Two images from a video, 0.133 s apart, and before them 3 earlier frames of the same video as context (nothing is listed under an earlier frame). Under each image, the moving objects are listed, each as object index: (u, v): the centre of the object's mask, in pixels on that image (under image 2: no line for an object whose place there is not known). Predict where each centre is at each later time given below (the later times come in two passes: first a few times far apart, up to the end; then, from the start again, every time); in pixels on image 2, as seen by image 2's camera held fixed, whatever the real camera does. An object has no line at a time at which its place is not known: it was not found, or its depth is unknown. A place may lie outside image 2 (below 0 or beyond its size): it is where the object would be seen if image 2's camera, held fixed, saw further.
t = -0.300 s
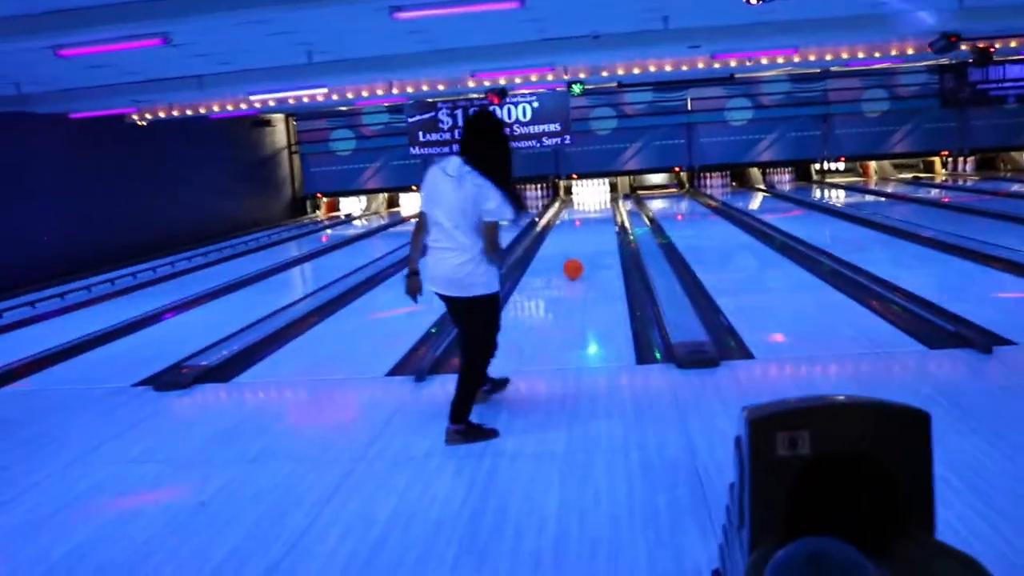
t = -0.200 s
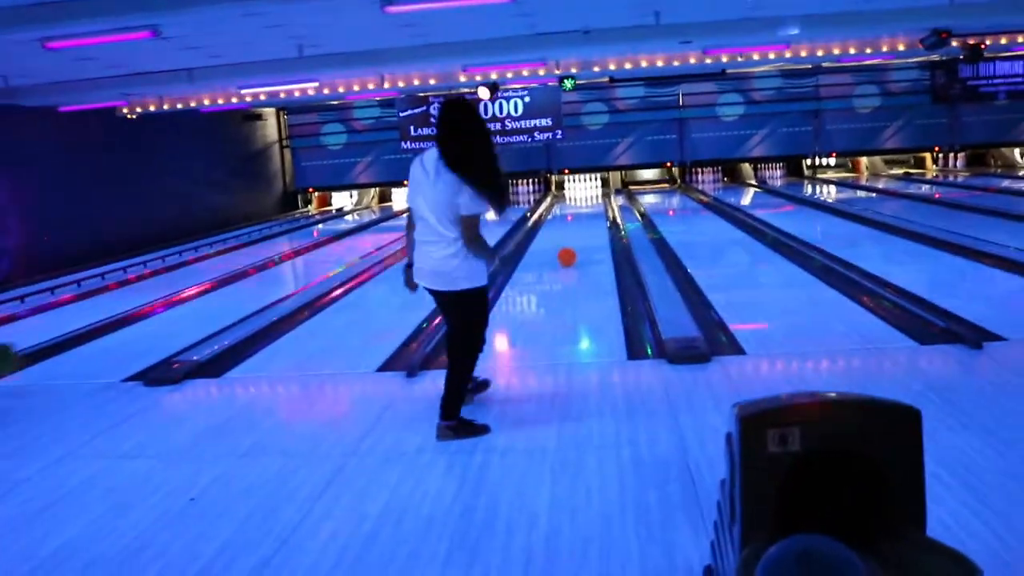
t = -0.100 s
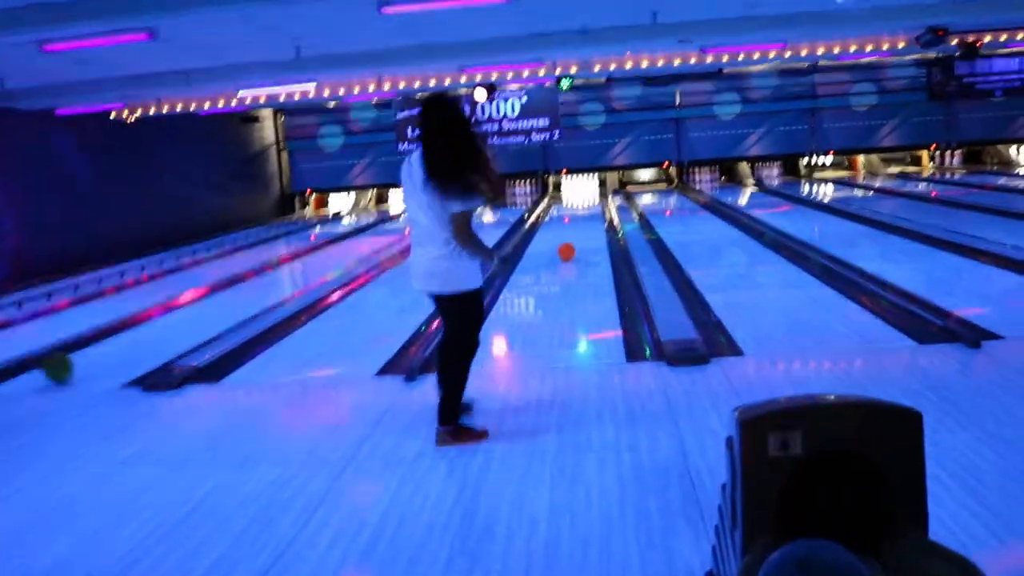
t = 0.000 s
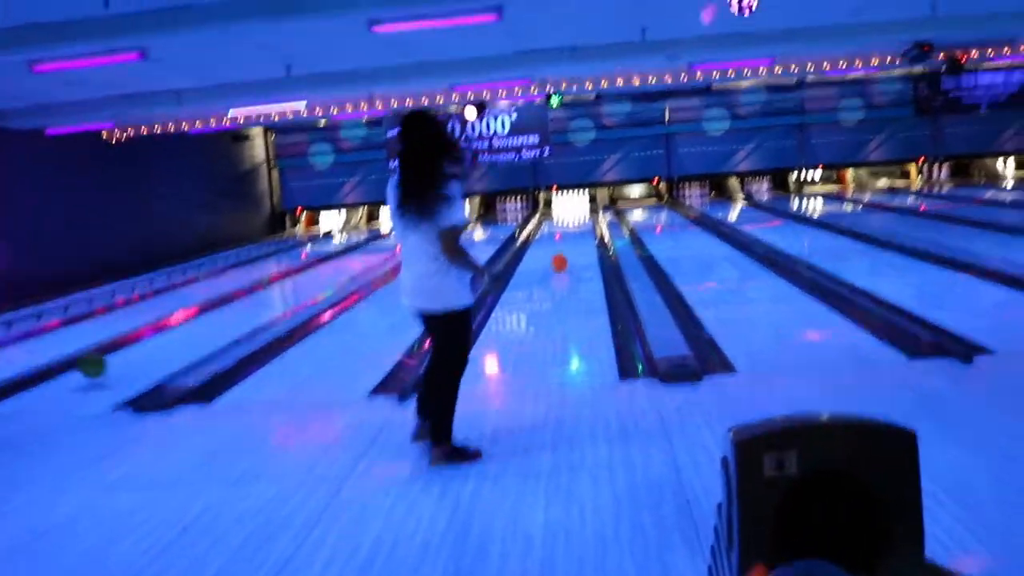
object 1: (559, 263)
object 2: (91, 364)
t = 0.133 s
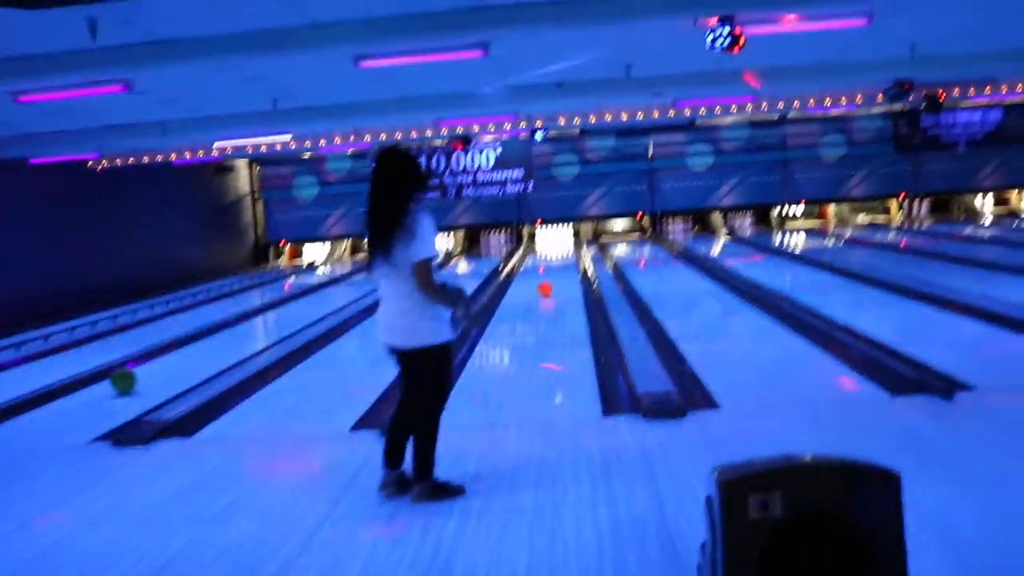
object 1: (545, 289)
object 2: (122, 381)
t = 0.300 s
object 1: (547, 282)
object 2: (175, 359)
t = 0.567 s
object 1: (551, 271)
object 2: (234, 333)
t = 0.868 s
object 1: (553, 262)
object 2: (283, 313)
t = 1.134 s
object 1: (555, 257)
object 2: (317, 299)
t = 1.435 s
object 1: (557, 251)
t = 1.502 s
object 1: (557, 250)
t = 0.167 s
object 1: (545, 288)
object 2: (135, 376)
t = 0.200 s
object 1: (546, 286)
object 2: (147, 371)
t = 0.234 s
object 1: (546, 284)
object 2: (157, 366)
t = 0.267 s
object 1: (547, 283)
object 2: (167, 363)
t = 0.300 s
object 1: (547, 282)
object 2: (175, 359)
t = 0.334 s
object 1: (548, 280)
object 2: (184, 355)
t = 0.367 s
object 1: (549, 278)
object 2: (192, 352)
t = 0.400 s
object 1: (549, 277)
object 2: (200, 347)
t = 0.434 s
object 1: (549, 276)
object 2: (207, 345)
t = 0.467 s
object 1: (550, 275)
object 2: (215, 342)
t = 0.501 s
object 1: (551, 273)
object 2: (221, 339)
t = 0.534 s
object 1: (551, 272)
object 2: (228, 336)
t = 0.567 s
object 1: (551, 271)
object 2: (234, 333)
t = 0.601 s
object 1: (552, 270)
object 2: (240, 331)
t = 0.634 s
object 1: (552, 269)
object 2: (246, 328)
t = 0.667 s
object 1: (552, 268)
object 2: (252, 326)
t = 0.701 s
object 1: (552, 267)
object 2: (258, 323)
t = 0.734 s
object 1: (552, 266)
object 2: (263, 321)
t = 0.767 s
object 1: (553, 264)
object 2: (268, 319)
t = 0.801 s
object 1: (553, 264)
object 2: (274, 316)
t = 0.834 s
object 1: (553, 263)
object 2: (278, 315)
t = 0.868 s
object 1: (553, 262)
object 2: (283, 313)
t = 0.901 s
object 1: (553, 261)
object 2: (288, 311)
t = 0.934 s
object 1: (553, 261)
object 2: (292, 309)
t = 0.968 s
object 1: (554, 261)
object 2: (296, 308)
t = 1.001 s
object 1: (554, 260)
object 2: (301, 306)
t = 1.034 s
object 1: (554, 259)
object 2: (305, 304)
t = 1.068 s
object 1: (554, 258)
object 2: (309, 302)
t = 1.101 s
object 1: (555, 257)
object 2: (313, 301)
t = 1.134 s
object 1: (555, 257)
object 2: (317, 299)
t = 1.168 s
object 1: (555, 256)
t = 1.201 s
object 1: (555, 256)
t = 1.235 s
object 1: (555, 255)
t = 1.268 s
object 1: (555, 254)
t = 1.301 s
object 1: (556, 253)
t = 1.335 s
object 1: (556, 252)
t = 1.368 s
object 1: (556, 252)
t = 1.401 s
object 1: (556, 251)
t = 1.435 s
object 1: (557, 251)
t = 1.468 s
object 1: (557, 250)
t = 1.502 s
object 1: (557, 250)
